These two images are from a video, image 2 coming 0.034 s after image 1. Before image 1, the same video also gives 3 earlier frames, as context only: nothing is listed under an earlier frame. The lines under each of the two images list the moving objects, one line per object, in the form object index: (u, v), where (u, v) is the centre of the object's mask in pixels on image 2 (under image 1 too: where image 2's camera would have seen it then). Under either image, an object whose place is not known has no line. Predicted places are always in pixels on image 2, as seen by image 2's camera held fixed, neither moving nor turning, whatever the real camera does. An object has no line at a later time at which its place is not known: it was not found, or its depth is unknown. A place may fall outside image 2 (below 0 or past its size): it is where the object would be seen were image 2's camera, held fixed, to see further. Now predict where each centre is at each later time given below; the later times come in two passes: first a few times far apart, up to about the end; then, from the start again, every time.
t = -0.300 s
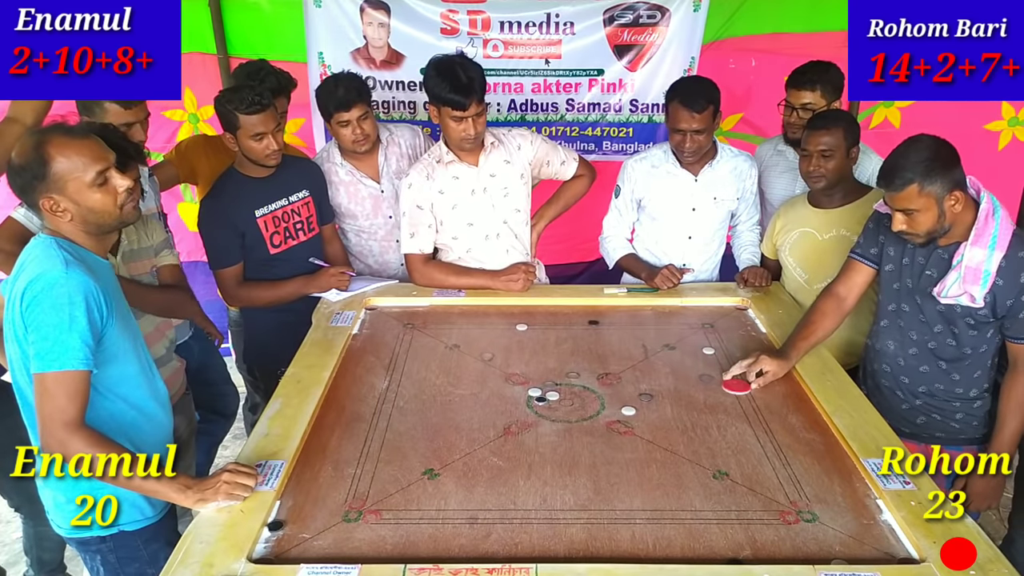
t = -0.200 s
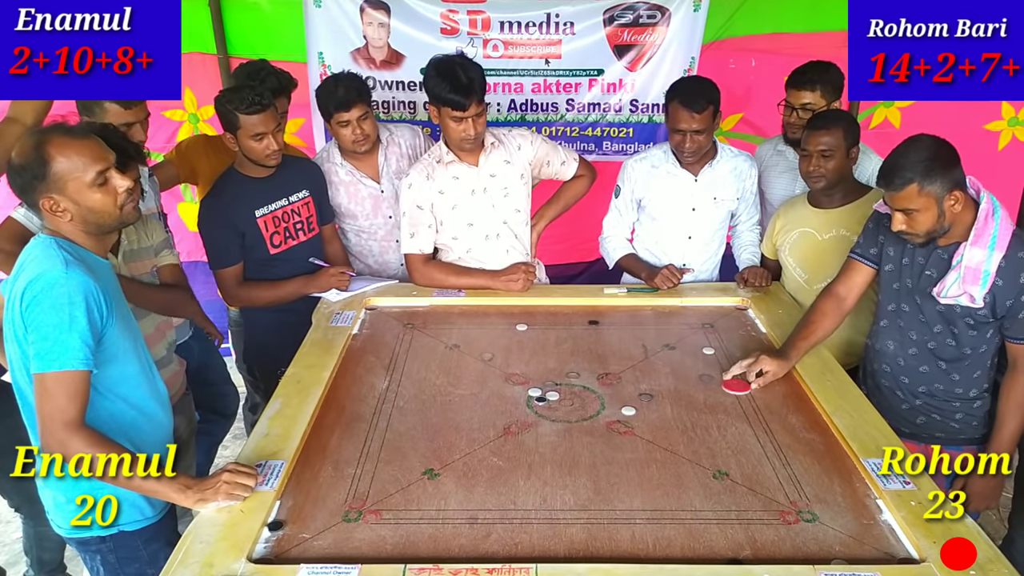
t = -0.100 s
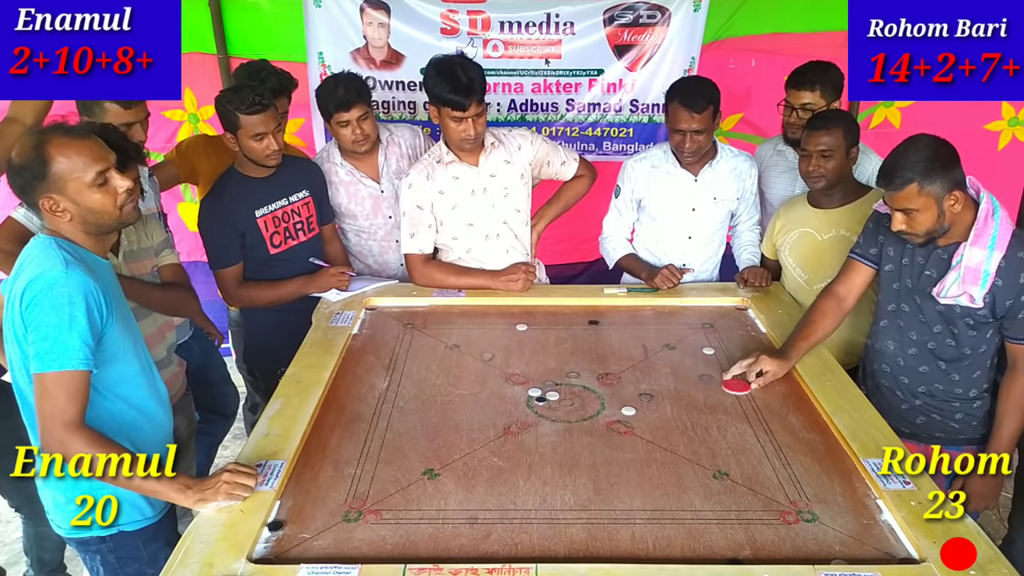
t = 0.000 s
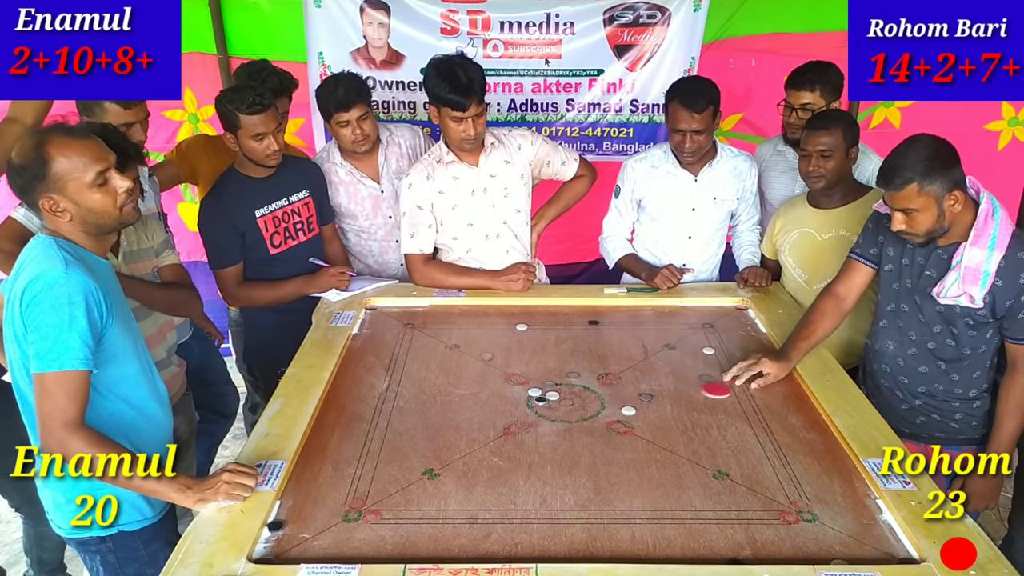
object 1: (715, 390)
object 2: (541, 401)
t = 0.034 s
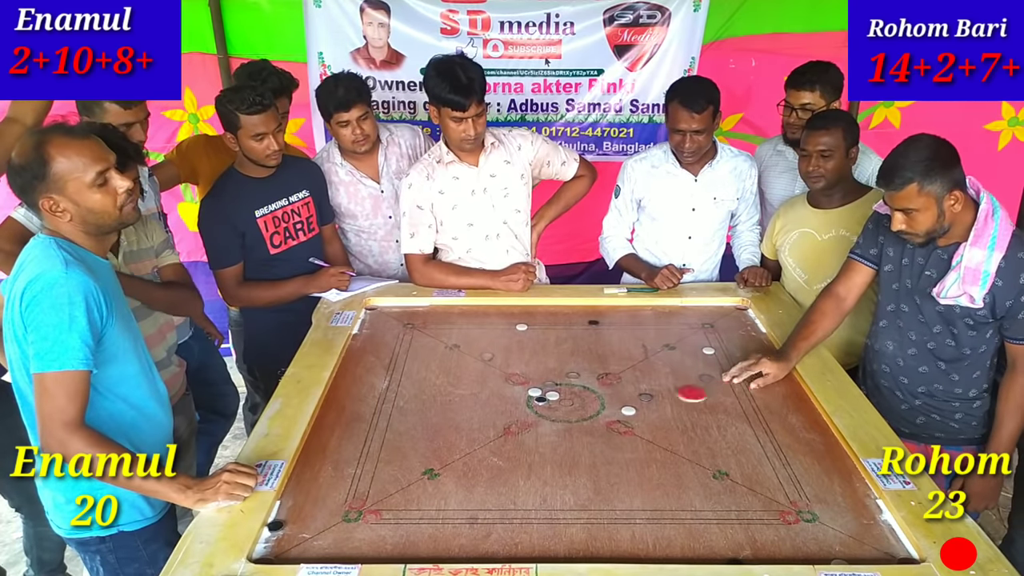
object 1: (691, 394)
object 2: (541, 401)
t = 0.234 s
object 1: (590, 410)
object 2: (510, 413)
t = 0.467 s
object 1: (522, 426)
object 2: (447, 439)
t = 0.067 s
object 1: (667, 398)
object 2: (541, 401)
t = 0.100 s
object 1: (648, 402)
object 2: (541, 401)
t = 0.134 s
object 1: (632, 404)
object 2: (541, 401)
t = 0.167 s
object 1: (618, 406)
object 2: (532, 404)
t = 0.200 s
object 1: (603, 408)
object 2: (520, 408)
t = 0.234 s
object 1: (590, 410)
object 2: (510, 413)
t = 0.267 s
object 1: (578, 412)
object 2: (499, 417)
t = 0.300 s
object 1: (567, 415)
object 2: (489, 421)
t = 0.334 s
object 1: (557, 418)
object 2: (479, 425)
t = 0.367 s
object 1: (548, 422)
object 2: (470, 429)
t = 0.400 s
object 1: (539, 423)
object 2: (462, 432)
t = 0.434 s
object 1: (530, 424)
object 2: (454, 436)
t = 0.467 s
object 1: (522, 426)
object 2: (447, 439)
